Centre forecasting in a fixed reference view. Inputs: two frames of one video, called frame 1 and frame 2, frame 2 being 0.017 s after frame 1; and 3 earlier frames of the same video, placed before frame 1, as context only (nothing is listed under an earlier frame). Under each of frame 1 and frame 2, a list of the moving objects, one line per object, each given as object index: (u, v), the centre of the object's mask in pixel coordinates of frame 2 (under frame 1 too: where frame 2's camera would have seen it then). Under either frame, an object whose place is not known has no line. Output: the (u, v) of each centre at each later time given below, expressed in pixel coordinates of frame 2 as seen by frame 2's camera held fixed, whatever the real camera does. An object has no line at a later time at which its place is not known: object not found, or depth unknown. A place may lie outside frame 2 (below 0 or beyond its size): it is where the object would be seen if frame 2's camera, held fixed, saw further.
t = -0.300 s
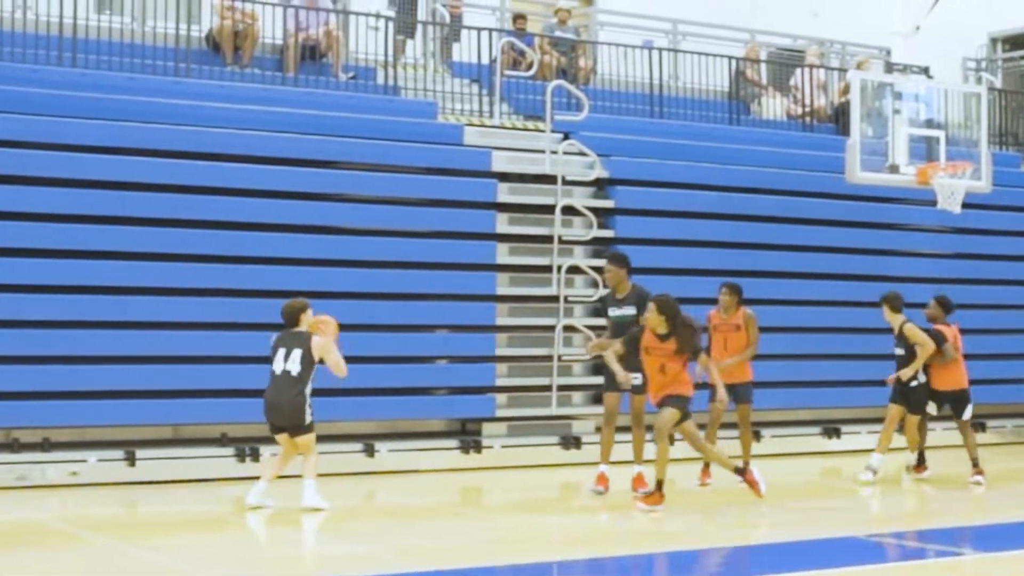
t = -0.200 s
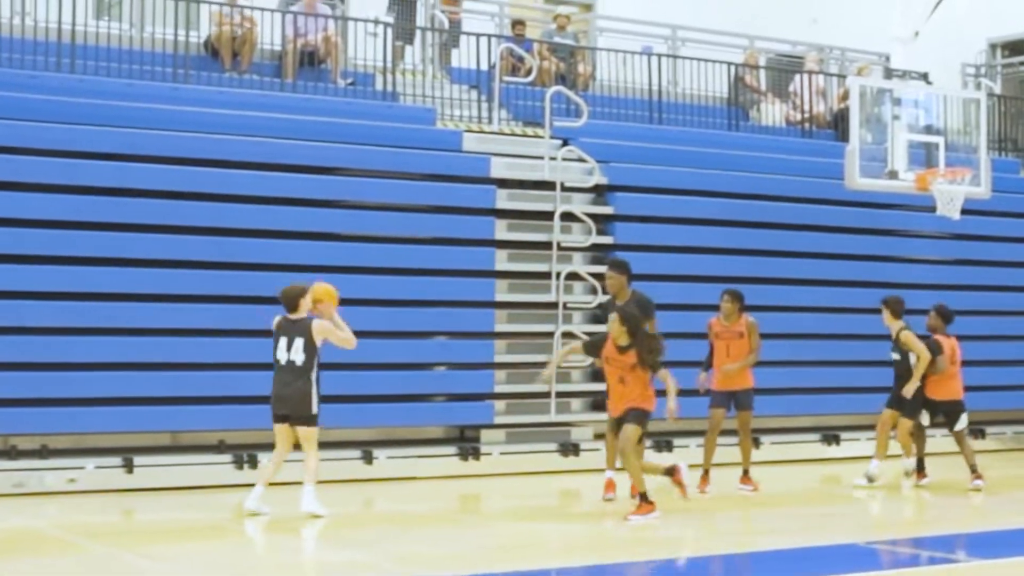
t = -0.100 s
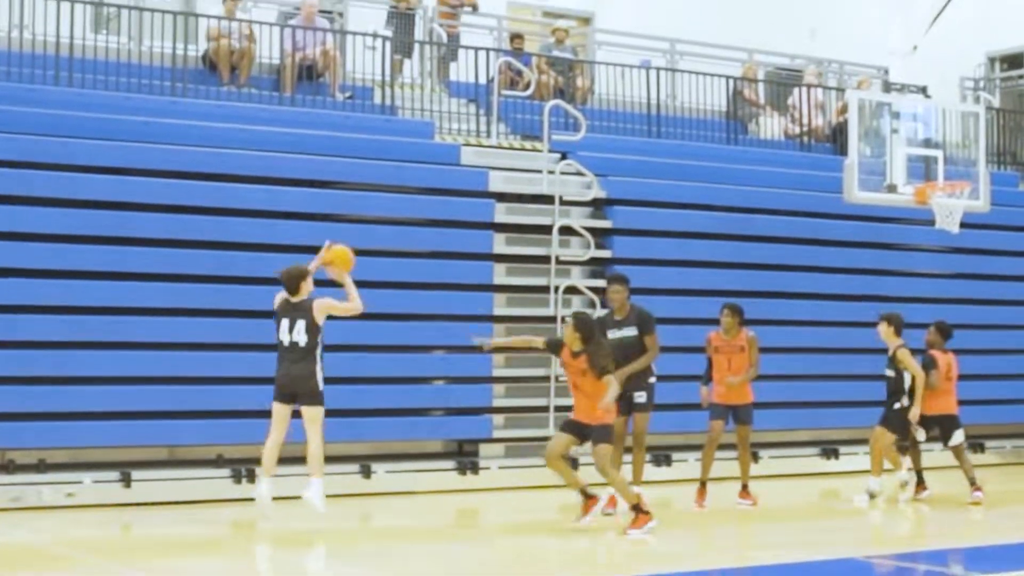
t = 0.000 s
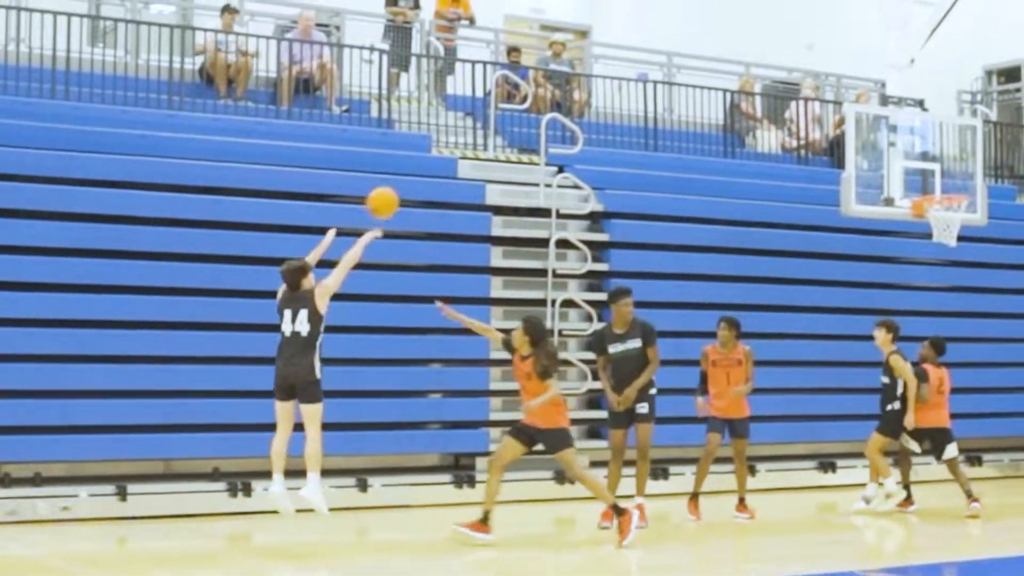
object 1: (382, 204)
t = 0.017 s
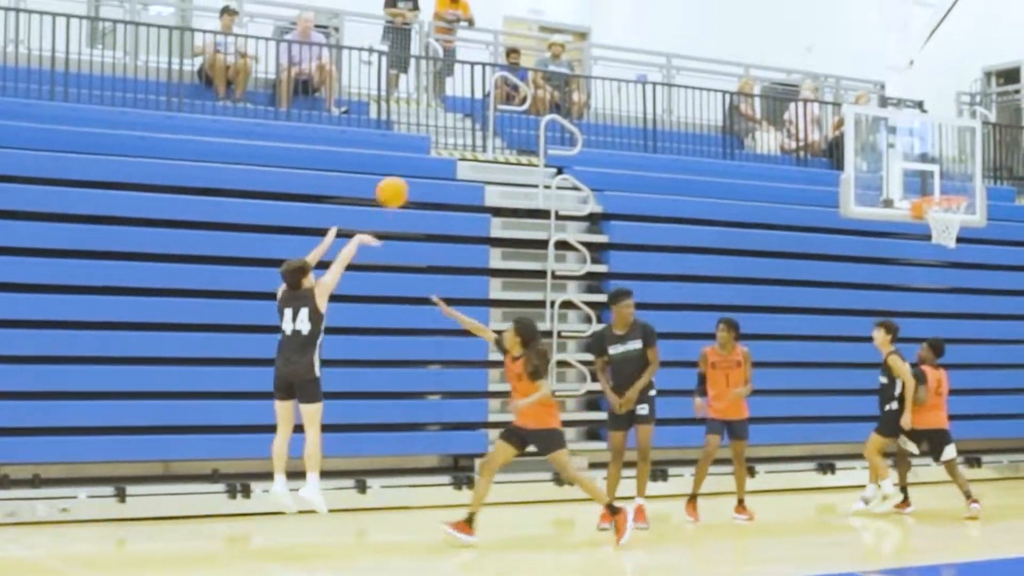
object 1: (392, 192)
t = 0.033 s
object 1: (403, 181)
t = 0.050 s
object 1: (414, 169)
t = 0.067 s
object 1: (423, 160)
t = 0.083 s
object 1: (433, 150)
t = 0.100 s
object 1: (443, 140)
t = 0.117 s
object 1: (454, 131)
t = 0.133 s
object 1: (464, 121)
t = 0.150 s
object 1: (473, 113)
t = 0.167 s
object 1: (483, 106)
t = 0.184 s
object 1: (494, 98)
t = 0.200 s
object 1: (504, 92)
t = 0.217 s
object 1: (511, 85)
